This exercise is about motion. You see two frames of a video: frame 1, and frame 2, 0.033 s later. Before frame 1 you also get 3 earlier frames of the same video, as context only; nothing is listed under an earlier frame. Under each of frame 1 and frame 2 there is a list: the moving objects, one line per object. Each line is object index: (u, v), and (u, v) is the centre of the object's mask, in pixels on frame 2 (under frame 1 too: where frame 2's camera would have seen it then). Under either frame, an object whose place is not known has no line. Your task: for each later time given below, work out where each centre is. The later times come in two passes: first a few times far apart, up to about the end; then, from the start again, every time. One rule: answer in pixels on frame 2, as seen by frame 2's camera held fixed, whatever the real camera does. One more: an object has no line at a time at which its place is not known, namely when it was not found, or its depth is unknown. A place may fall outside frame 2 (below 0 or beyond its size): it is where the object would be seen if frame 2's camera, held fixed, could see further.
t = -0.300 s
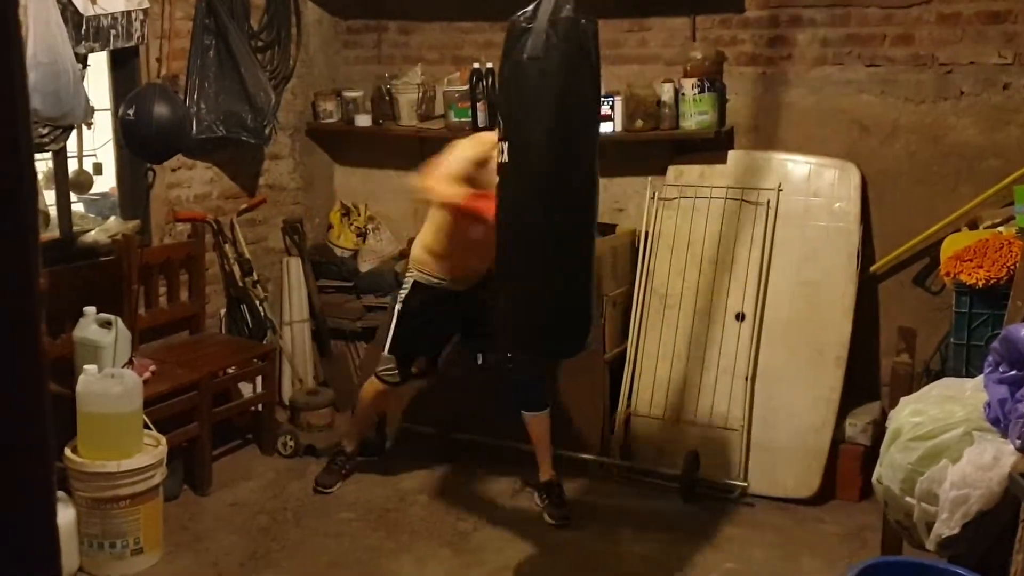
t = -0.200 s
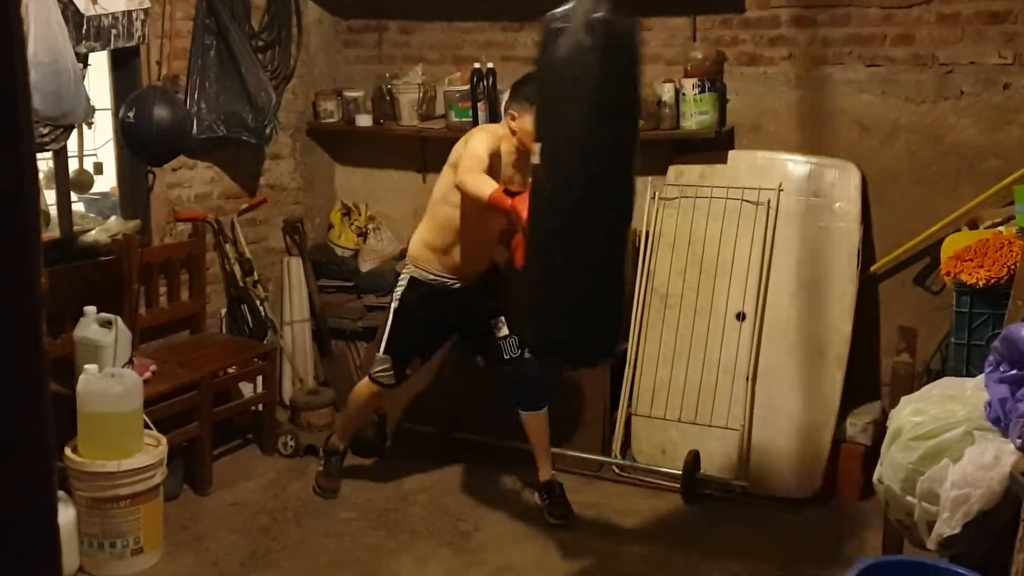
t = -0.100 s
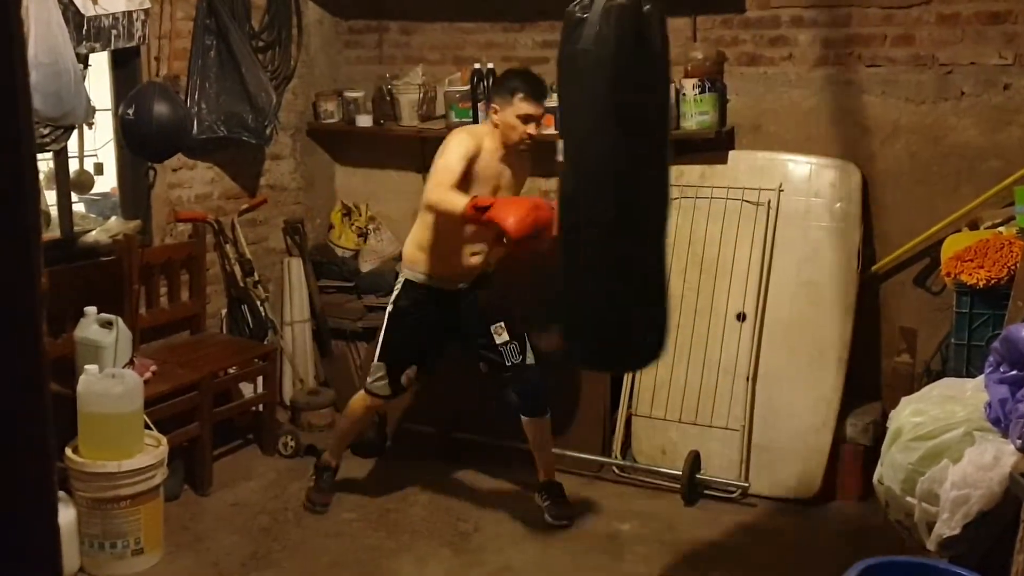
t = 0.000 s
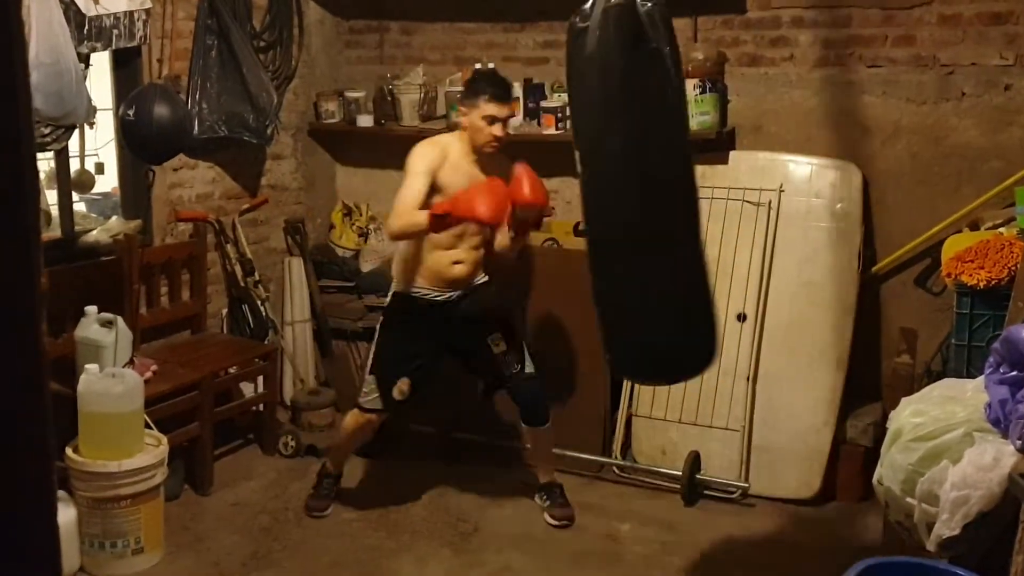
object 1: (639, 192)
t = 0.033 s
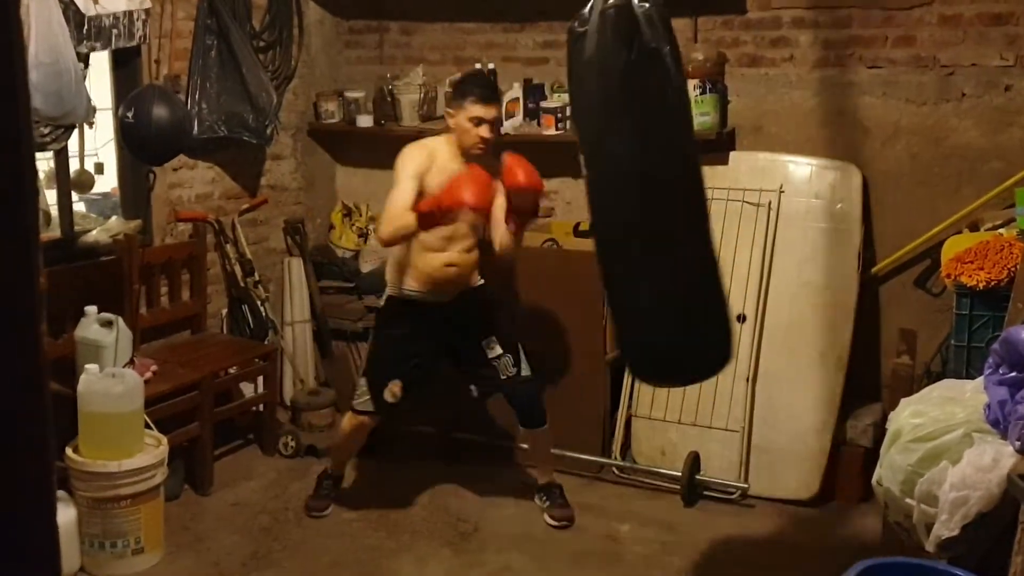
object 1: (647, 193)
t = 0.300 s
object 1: (705, 189)
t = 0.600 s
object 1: (683, 191)
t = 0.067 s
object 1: (655, 193)
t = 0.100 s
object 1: (663, 192)
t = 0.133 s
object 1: (671, 190)
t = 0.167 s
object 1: (680, 187)
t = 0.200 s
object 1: (688, 186)
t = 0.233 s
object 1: (695, 187)
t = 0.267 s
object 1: (701, 187)
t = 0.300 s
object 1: (705, 189)
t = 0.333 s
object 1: (708, 189)
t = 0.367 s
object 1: (709, 188)
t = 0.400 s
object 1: (709, 187)
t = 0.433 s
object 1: (706, 185)
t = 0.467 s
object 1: (703, 183)
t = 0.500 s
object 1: (698, 183)
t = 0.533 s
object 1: (694, 184)
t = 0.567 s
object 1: (689, 187)
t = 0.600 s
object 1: (683, 191)
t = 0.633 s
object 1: (677, 194)
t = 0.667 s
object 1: (671, 194)
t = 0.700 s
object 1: (664, 193)
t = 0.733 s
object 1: (657, 190)
